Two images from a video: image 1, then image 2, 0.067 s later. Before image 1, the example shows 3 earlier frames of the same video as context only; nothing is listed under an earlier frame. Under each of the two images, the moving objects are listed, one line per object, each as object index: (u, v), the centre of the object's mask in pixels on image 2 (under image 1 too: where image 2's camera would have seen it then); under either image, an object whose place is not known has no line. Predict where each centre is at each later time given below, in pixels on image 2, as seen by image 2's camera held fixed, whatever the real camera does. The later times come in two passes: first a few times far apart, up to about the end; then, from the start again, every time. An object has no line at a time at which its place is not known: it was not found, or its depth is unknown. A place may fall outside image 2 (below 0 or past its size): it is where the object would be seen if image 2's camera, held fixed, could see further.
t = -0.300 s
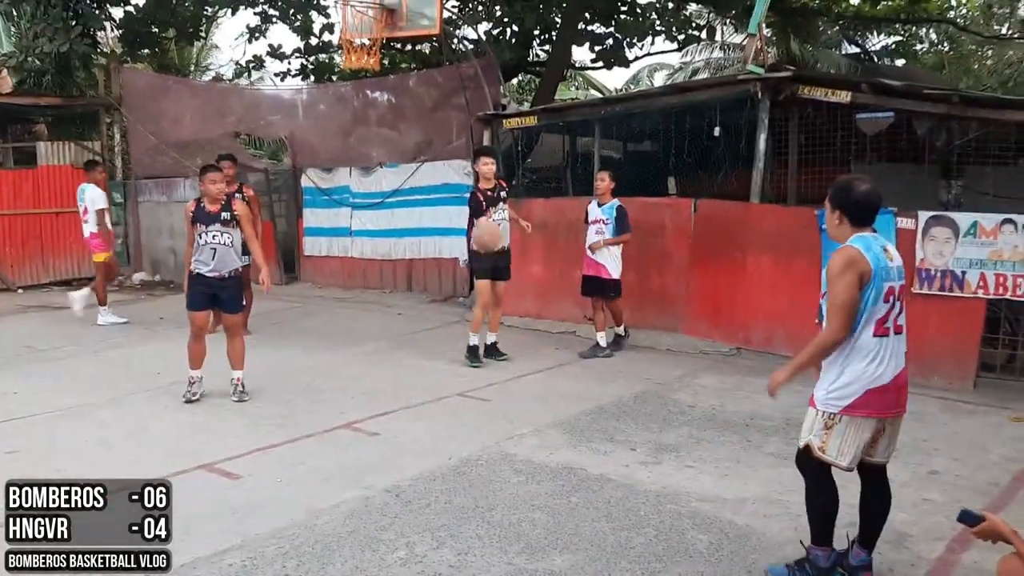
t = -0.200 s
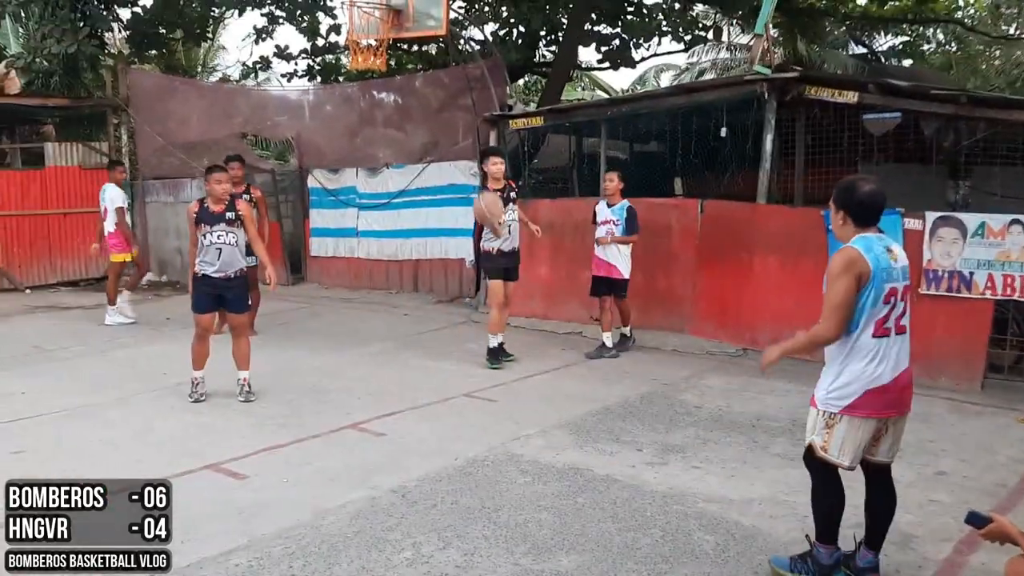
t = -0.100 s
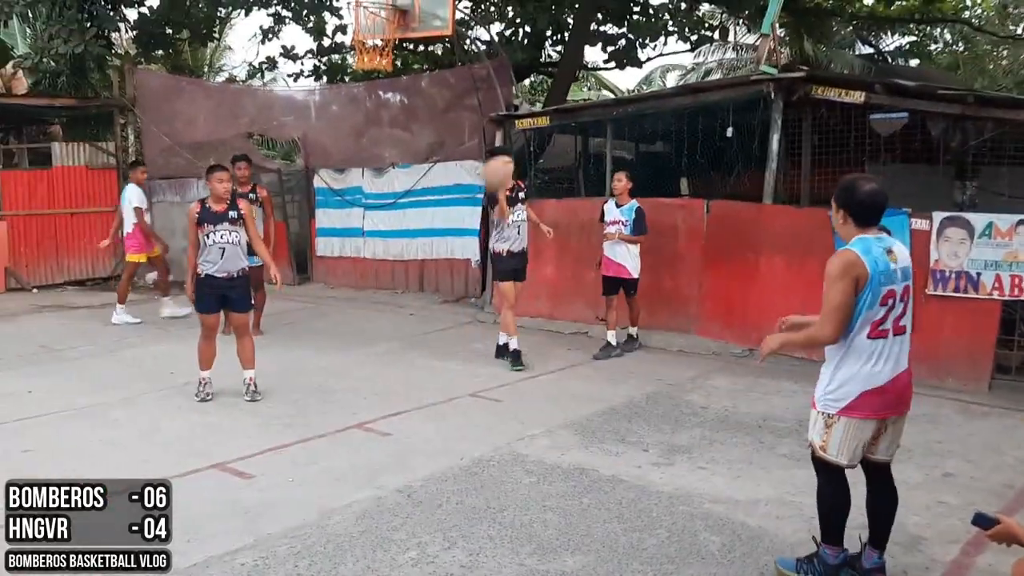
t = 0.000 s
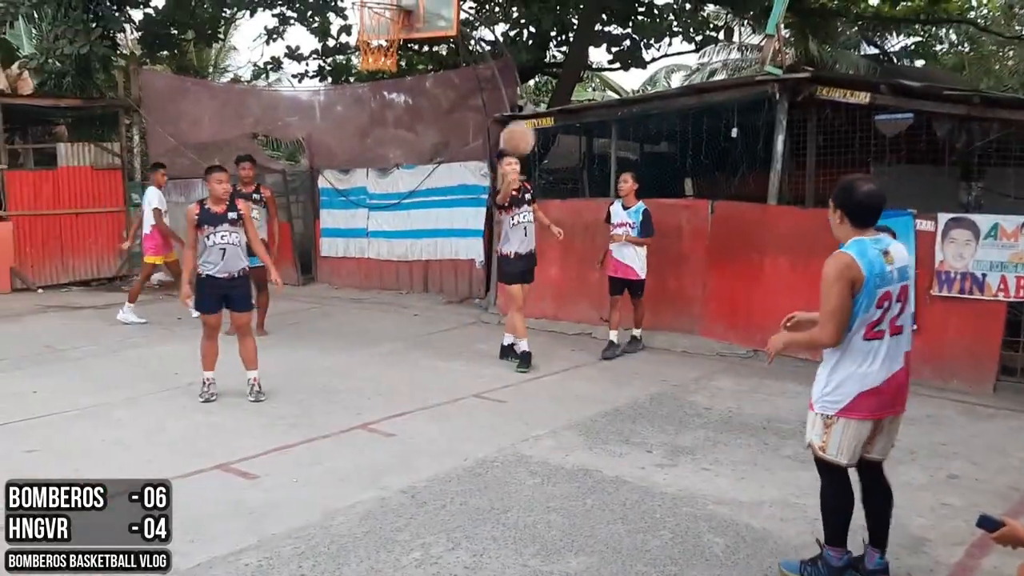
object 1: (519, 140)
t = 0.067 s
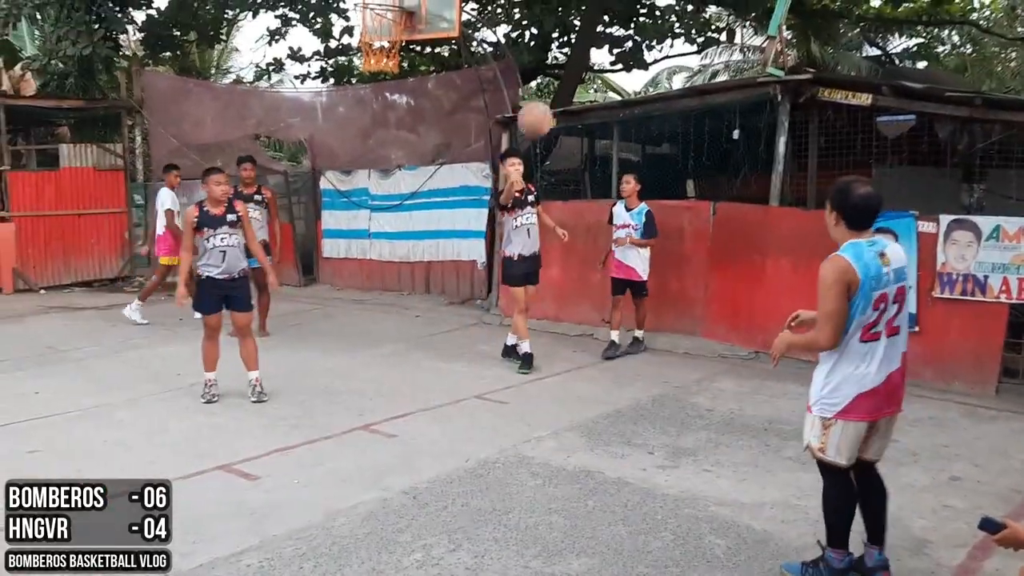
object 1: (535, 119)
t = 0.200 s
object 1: (569, 92)
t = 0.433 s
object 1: (646, 112)
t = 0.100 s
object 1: (543, 111)
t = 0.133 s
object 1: (552, 103)
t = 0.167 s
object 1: (560, 97)
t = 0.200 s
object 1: (569, 92)
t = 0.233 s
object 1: (579, 89)
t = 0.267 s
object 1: (589, 88)
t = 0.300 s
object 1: (599, 88)
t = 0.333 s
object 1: (611, 92)
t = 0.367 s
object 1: (622, 96)
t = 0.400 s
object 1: (633, 103)
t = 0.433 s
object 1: (646, 112)
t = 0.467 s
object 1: (658, 122)
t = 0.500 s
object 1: (671, 137)
